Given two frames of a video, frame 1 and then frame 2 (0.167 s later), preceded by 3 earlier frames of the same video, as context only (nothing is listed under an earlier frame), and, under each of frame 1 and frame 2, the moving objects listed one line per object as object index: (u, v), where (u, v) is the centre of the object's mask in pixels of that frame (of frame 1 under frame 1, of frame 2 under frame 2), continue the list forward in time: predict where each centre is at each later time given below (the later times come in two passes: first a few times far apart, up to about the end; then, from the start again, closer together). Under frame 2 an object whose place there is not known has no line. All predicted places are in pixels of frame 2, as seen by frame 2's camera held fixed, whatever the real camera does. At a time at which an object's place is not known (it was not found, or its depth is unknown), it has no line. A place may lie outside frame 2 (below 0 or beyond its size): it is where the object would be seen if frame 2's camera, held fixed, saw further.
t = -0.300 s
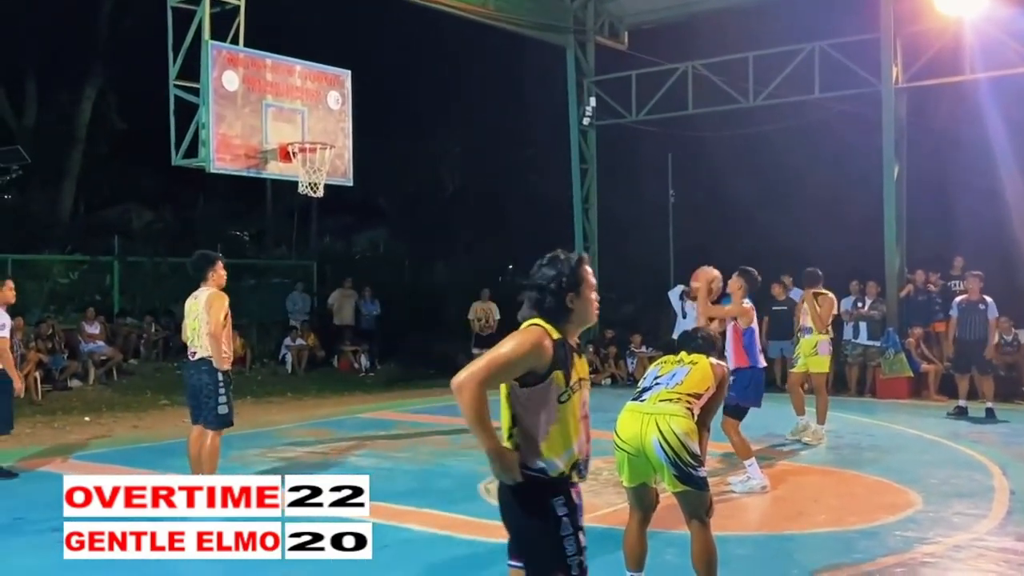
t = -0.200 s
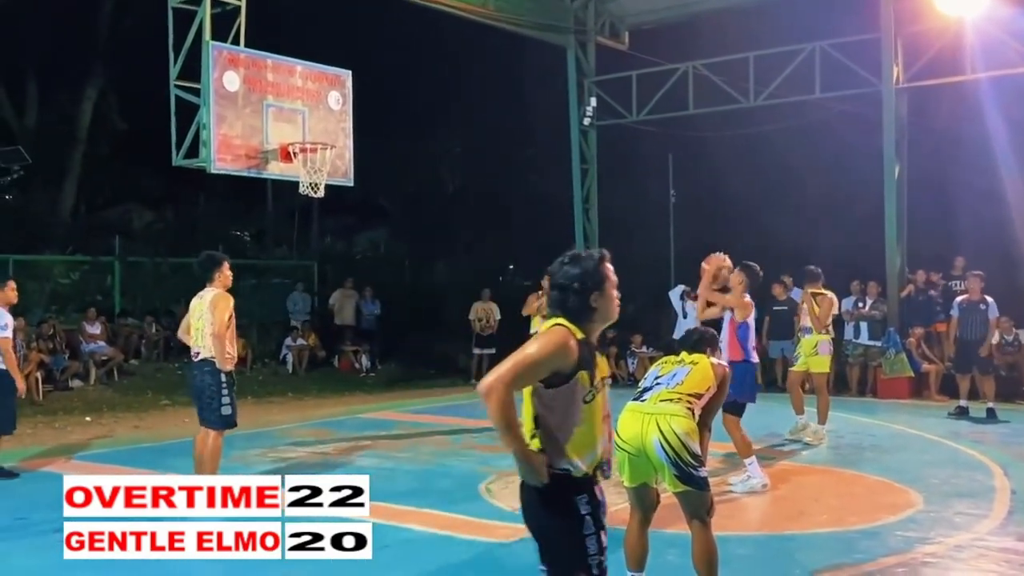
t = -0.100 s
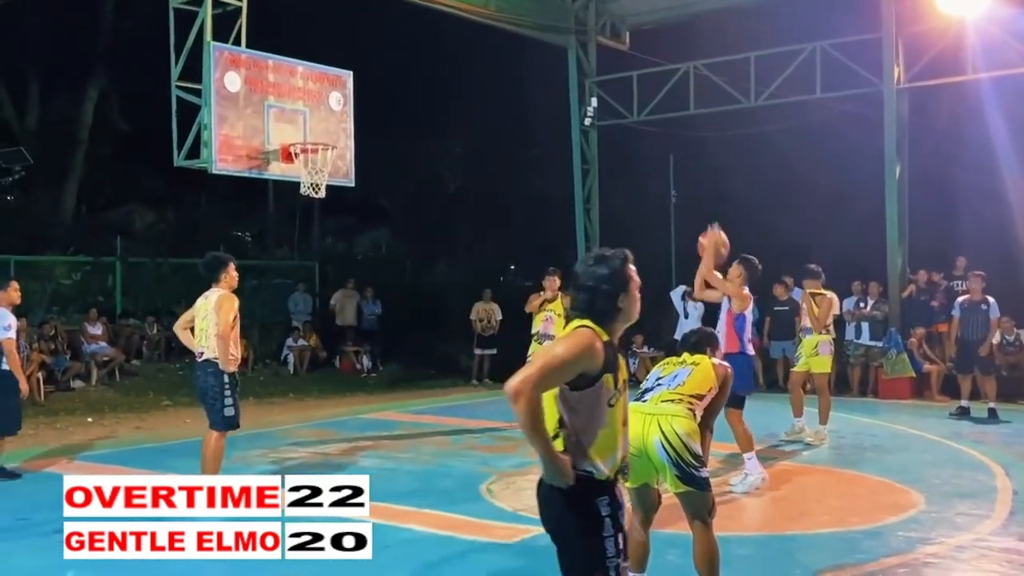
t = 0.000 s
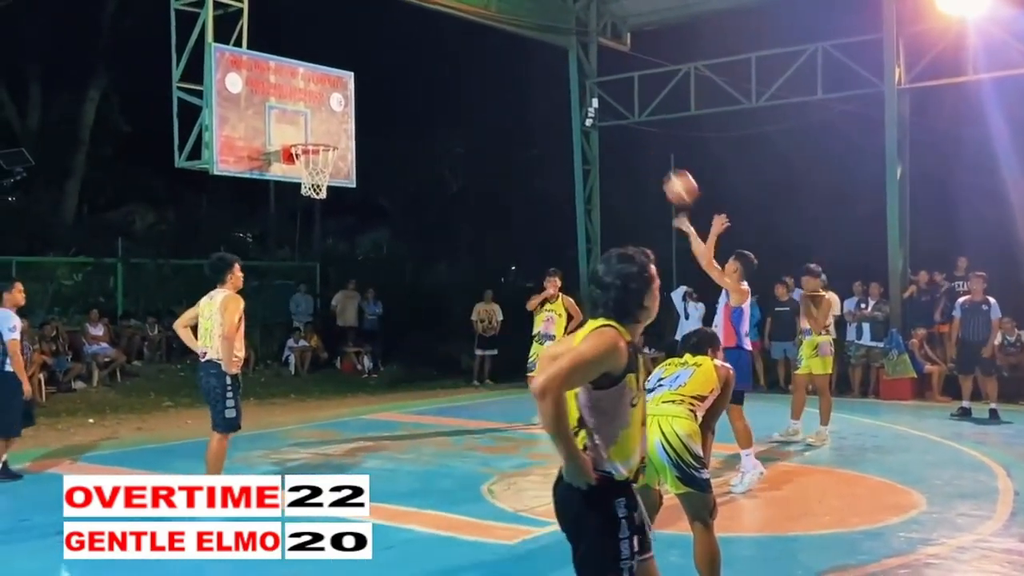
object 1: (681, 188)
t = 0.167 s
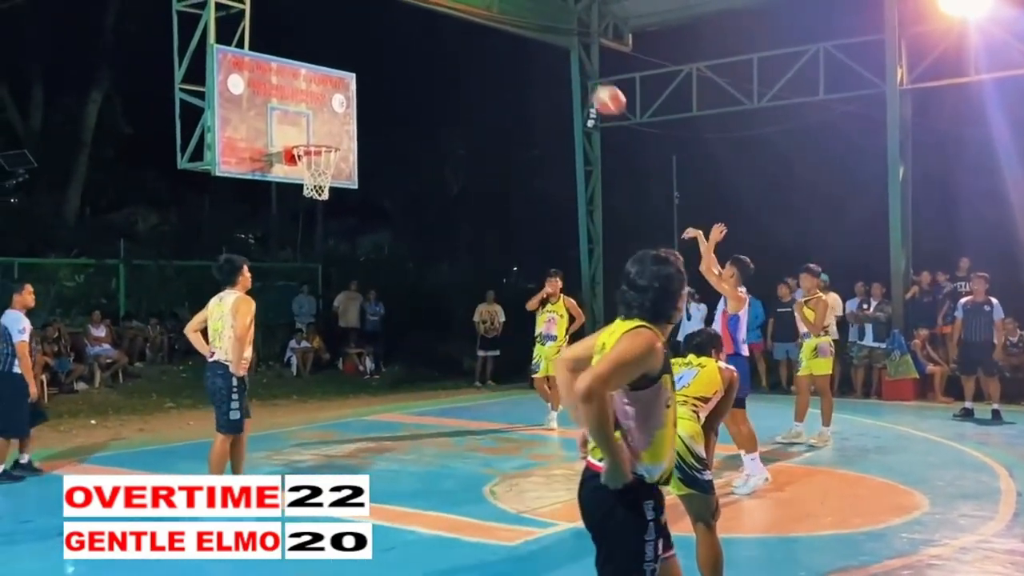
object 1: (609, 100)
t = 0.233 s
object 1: (581, 75)
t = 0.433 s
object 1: (504, 37)
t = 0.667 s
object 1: (425, 49)
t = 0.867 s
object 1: (365, 100)
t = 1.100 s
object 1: (321, 132)
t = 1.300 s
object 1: (318, 134)
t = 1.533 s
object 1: (333, 139)
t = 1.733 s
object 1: (332, 137)
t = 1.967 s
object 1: (320, 133)
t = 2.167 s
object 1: (311, 132)
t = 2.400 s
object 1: (304, 135)
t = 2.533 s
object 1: (299, 151)
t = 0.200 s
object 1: (595, 87)
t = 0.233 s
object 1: (581, 75)
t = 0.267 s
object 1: (568, 66)
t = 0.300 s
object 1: (554, 57)
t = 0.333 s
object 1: (541, 50)
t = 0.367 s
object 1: (529, 44)
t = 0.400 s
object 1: (517, 40)
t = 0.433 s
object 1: (504, 37)
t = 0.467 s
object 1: (492, 35)
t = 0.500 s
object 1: (480, 34)
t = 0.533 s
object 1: (469, 35)
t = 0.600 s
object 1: (447, 39)
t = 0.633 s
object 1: (436, 44)
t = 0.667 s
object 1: (425, 49)
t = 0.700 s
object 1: (415, 55)
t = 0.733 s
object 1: (404, 62)
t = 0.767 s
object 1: (394, 70)
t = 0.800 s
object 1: (384, 79)
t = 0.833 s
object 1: (374, 90)
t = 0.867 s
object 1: (365, 100)
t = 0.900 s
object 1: (357, 113)
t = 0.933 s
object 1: (347, 124)
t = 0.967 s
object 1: (338, 138)
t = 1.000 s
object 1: (333, 135)
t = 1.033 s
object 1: (329, 132)
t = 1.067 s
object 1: (325, 131)
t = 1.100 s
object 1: (321, 132)
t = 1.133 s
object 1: (317, 133)
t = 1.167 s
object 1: (313, 135)
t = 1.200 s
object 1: (308, 136)
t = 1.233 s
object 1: (308, 137)
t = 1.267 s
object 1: (313, 135)
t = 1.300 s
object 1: (318, 134)
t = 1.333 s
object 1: (322, 136)
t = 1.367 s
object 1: (326, 137)
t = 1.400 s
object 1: (329, 136)
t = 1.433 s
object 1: (329, 135)
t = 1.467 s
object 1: (330, 136)
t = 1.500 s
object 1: (332, 137)
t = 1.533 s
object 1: (333, 139)
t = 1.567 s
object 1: (333, 136)
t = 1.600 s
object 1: (333, 136)
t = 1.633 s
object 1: (333, 136)
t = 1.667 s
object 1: (333, 136)
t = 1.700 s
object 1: (333, 137)
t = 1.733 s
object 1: (332, 137)
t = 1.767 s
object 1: (331, 135)
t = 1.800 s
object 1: (328, 133)
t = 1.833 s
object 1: (327, 133)
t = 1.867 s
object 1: (325, 133)
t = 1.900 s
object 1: (324, 135)
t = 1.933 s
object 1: (323, 134)
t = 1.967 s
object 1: (320, 133)
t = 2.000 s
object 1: (319, 133)
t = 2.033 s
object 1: (318, 133)
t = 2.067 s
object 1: (316, 133)
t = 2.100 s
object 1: (315, 133)
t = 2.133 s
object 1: (313, 132)
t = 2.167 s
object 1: (311, 132)
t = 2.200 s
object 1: (310, 132)
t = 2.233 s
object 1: (309, 132)
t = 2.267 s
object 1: (308, 132)
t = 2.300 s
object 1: (307, 132)
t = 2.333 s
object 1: (305, 133)
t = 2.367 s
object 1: (304, 133)
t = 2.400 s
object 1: (304, 135)
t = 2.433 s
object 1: (301, 137)
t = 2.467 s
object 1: (300, 140)
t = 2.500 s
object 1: (300, 145)
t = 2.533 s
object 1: (299, 151)
